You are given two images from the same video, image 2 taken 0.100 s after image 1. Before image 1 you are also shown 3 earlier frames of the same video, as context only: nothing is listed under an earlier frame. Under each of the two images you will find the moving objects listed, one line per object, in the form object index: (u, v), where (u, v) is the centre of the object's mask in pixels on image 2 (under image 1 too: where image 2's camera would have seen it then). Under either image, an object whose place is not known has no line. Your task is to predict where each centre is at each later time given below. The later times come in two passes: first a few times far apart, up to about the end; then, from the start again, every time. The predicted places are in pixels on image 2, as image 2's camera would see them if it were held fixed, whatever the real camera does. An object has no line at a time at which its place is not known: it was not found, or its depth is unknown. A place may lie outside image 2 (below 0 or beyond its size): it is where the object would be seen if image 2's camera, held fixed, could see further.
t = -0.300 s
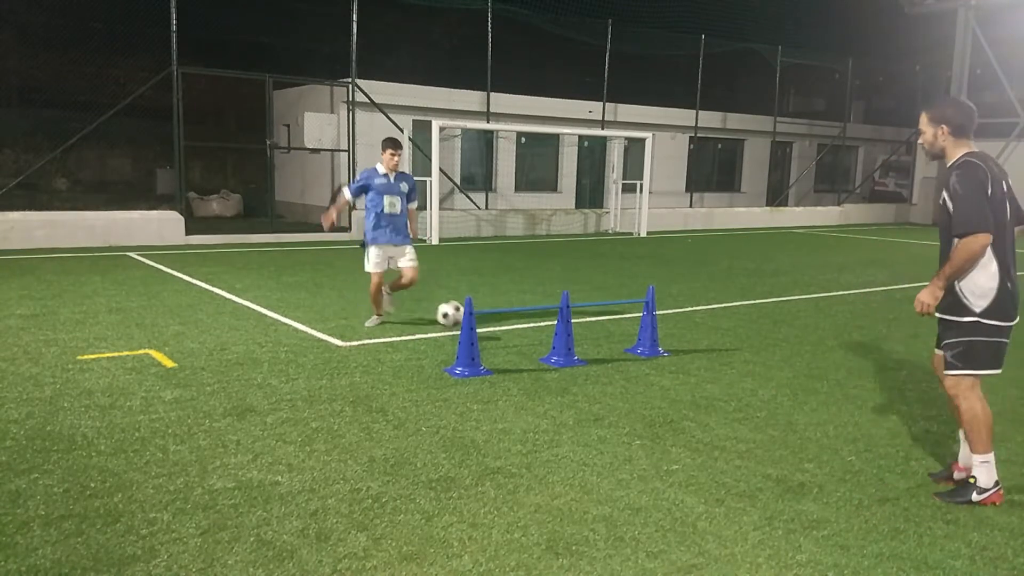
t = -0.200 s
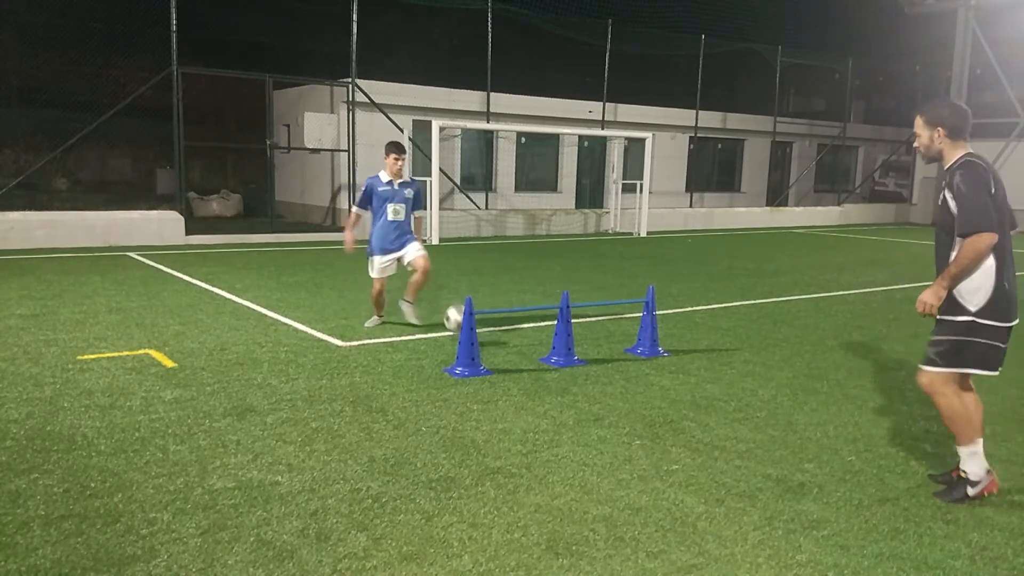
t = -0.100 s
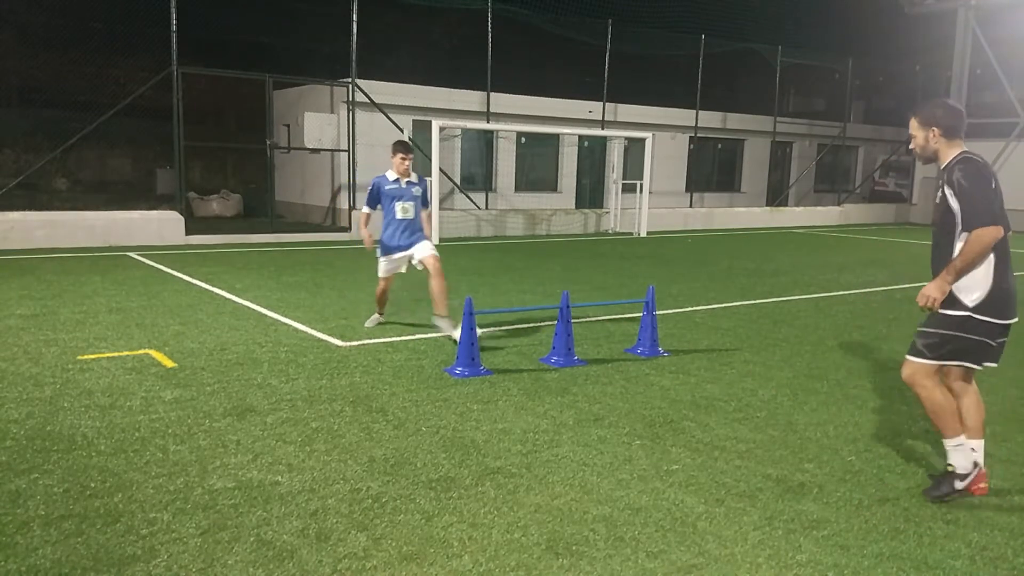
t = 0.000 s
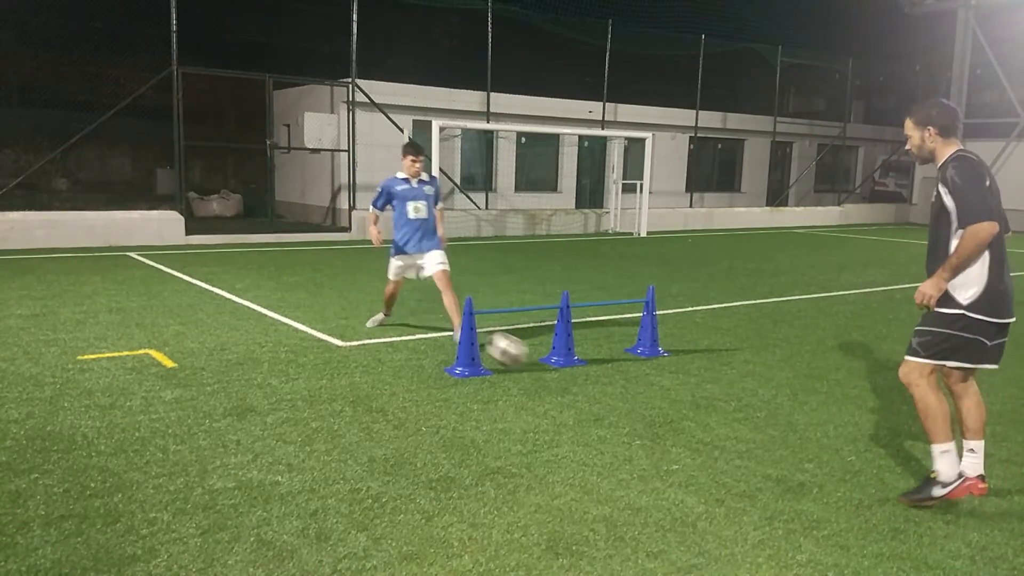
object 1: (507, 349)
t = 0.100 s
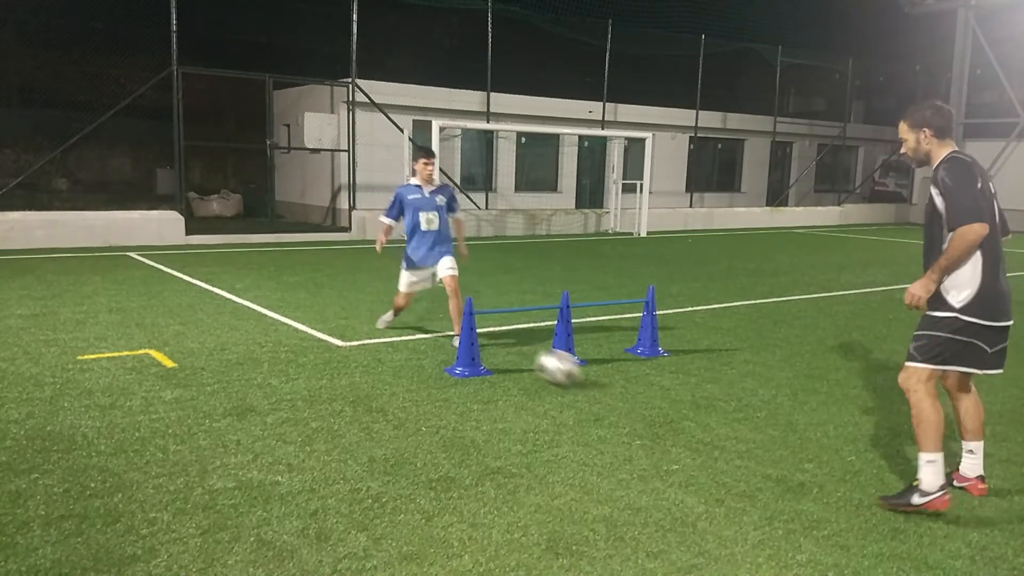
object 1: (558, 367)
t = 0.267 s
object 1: (649, 403)
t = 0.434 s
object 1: (743, 440)
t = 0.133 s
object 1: (576, 373)
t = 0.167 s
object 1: (596, 382)
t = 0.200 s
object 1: (613, 389)
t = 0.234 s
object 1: (631, 395)
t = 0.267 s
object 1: (649, 403)
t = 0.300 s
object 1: (668, 411)
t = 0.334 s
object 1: (685, 416)
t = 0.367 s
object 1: (703, 423)
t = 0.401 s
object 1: (722, 432)
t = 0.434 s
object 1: (743, 440)
